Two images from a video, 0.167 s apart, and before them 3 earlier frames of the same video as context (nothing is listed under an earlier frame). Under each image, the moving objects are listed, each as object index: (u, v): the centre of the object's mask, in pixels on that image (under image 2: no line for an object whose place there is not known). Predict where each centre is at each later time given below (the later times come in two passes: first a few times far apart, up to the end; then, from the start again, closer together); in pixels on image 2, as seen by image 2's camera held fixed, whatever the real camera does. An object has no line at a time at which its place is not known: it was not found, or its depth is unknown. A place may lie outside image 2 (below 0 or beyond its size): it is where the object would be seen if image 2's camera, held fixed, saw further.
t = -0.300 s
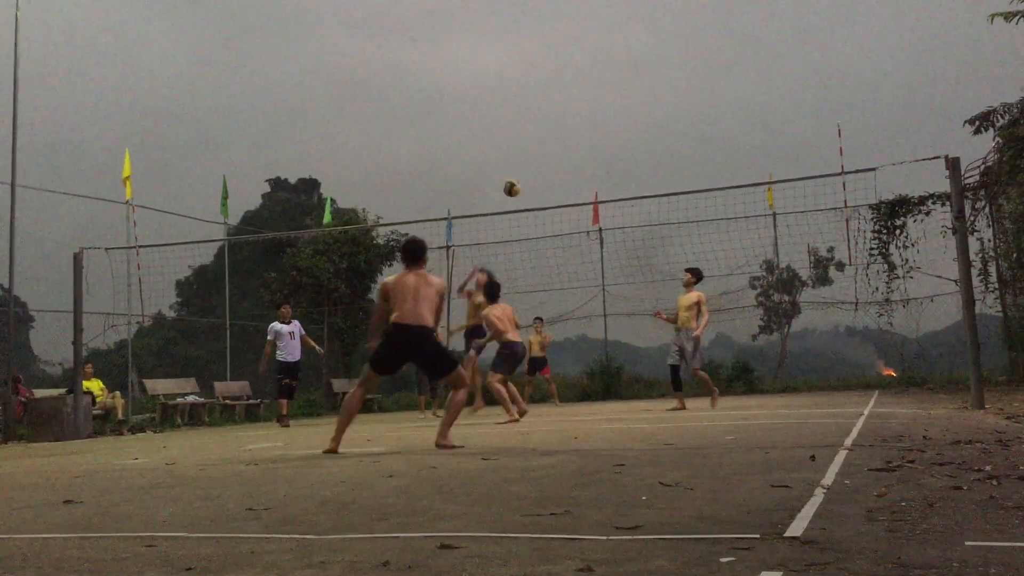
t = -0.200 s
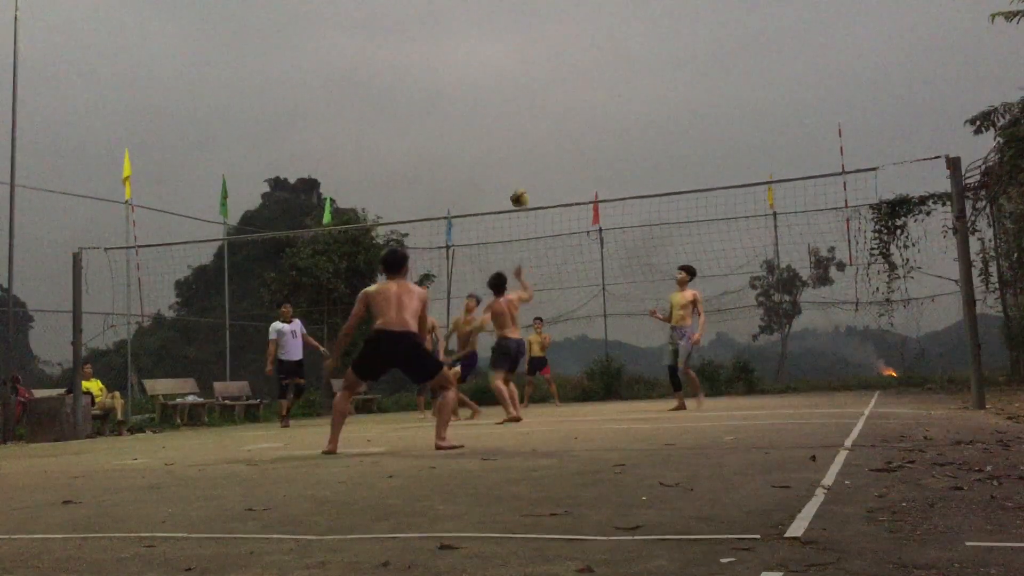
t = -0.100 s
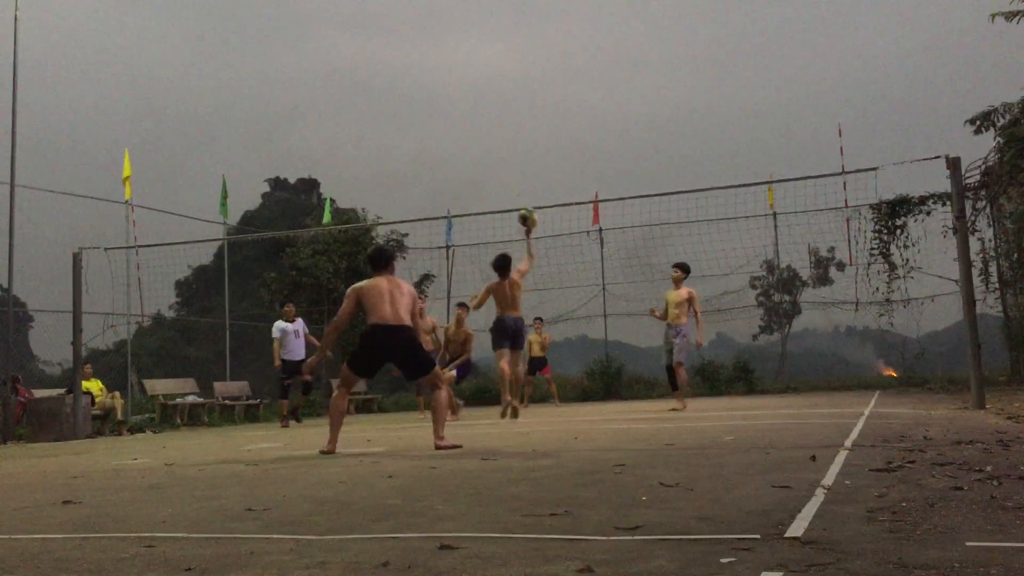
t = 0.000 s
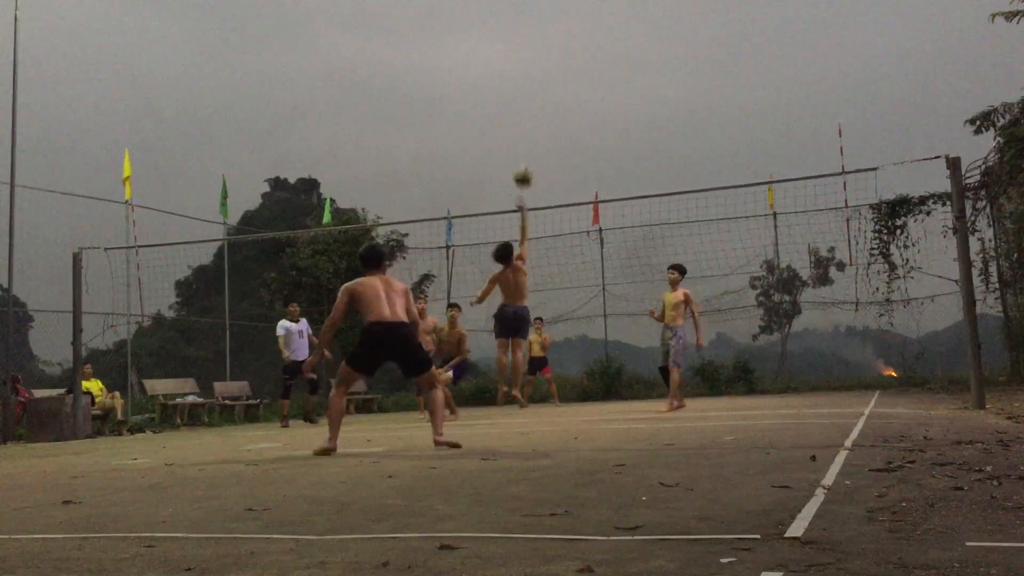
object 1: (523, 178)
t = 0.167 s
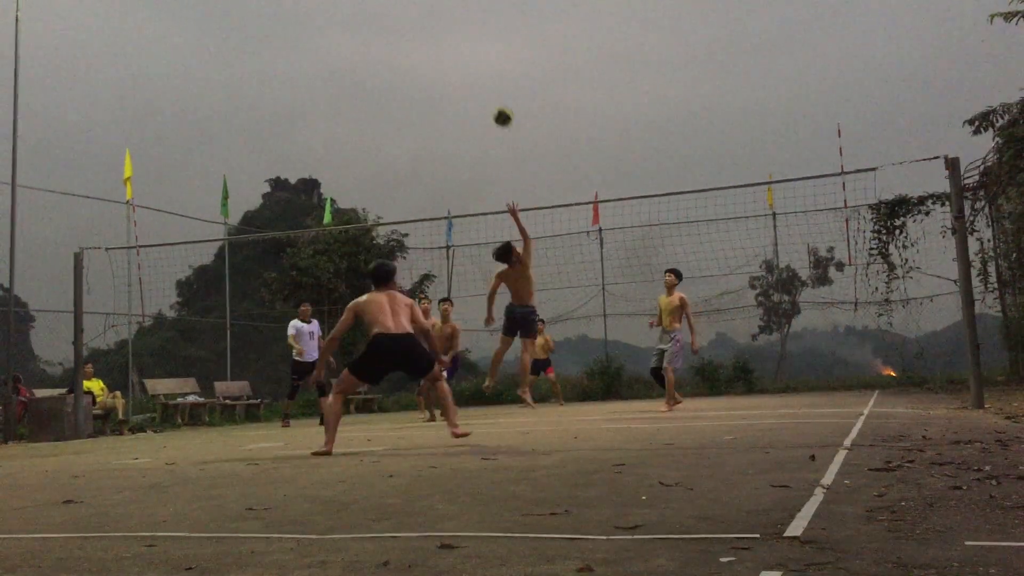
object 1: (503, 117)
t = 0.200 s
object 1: (499, 108)
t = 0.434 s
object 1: (471, 68)
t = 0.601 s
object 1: (452, 71)
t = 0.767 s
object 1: (433, 104)
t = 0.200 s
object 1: (499, 108)
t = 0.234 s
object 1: (495, 99)
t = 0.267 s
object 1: (491, 91)
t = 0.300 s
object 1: (488, 84)
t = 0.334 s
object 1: (483, 79)
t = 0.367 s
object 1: (479, 75)
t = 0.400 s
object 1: (475, 70)
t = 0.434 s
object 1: (471, 68)
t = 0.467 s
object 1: (467, 66)
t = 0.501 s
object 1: (463, 66)
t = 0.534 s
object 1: (460, 66)
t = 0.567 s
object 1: (457, 68)
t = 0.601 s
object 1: (452, 71)
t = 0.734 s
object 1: (436, 95)
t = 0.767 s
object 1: (433, 104)
